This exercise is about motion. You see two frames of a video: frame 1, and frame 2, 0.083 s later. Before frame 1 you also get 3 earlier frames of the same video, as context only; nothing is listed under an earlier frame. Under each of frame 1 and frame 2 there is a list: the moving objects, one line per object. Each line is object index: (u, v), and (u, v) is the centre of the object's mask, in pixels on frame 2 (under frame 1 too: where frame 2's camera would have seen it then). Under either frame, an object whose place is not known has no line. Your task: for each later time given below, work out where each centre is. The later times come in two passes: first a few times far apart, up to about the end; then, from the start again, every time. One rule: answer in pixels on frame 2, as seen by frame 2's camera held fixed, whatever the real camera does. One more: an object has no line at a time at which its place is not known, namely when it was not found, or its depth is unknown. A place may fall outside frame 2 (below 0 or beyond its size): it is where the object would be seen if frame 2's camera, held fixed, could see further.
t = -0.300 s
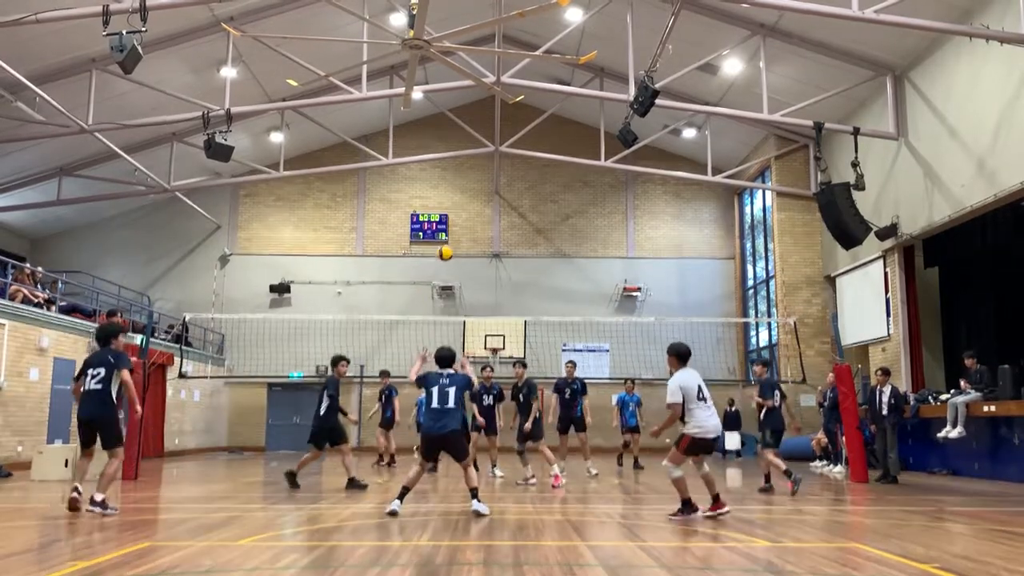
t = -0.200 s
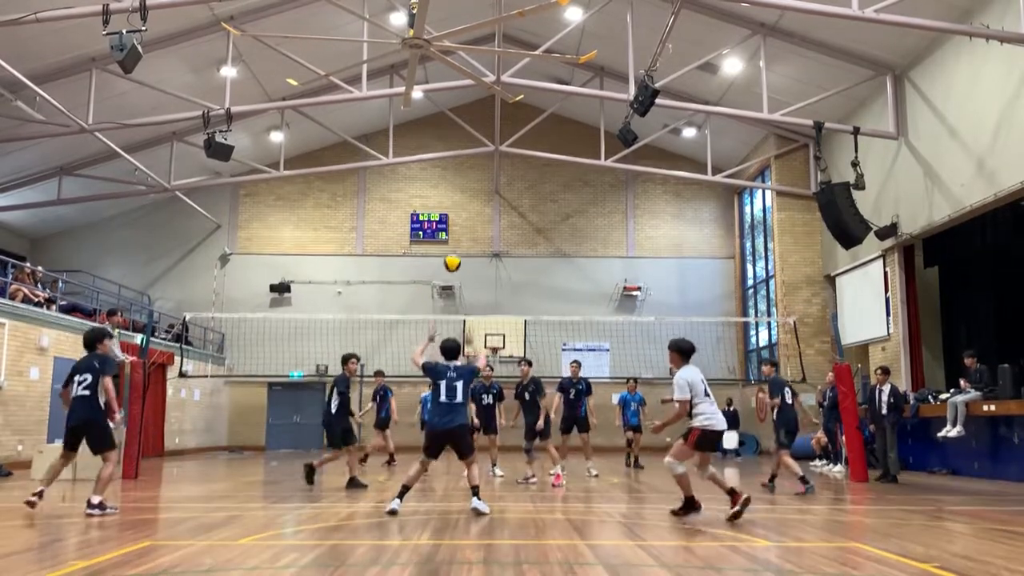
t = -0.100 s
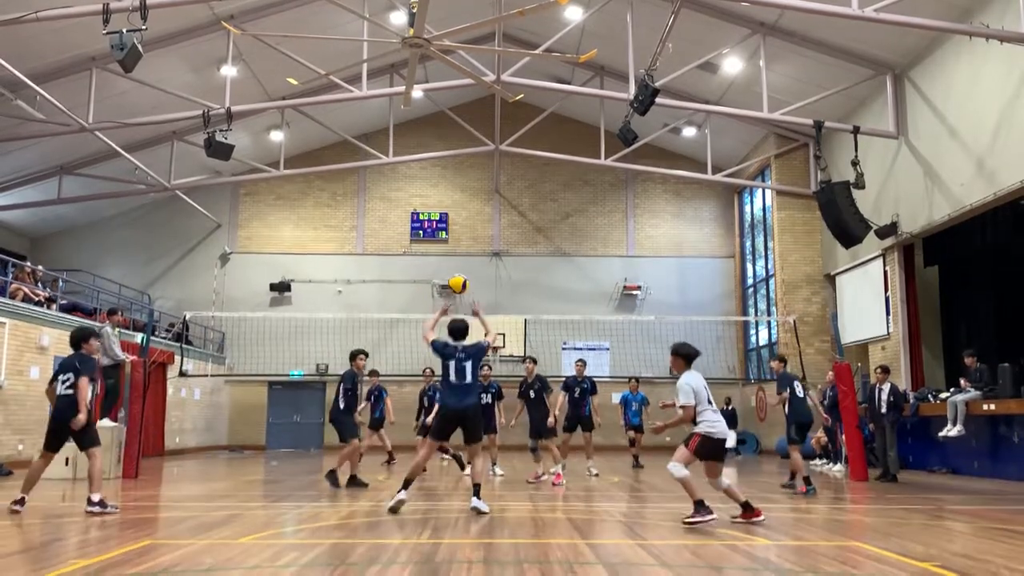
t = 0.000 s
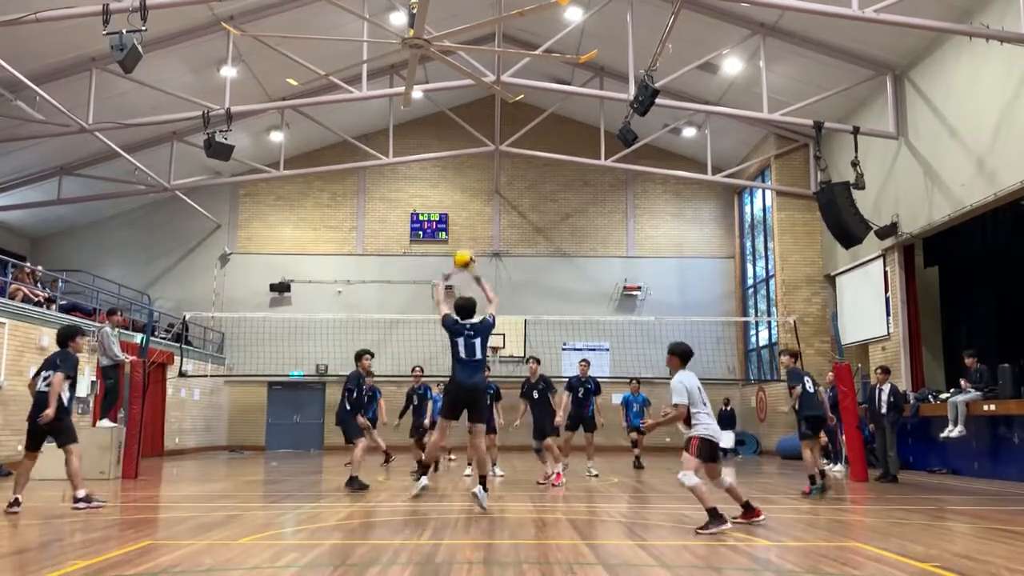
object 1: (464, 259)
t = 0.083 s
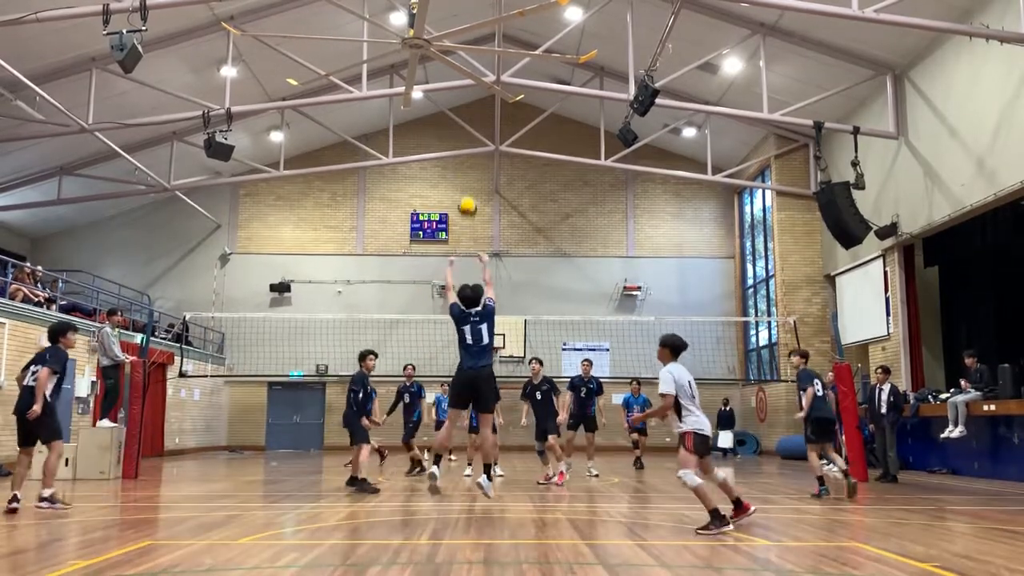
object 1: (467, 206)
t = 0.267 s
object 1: (473, 124)
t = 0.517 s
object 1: (482, 72)
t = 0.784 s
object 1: (490, 75)
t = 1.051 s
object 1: (497, 130)
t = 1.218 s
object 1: (500, 187)
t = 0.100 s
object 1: (468, 197)
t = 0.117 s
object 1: (469, 188)
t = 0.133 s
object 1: (470, 180)
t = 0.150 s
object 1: (470, 171)
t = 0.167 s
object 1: (470, 164)
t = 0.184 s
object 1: (470, 157)
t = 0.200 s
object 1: (471, 149)
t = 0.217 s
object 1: (471, 143)
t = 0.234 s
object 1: (472, 136)
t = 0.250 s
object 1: (472, 130)
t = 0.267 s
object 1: (473, 124)
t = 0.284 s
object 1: (474, 119)
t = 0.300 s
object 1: (475, 114)
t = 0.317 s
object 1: (475, 109)
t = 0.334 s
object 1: (475, 104)
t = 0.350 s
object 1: (476, 100)
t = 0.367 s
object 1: (476, 96)
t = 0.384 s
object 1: (477, 92)
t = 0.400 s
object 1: (478, 88)
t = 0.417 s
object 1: (478, 86)
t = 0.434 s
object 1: (479, 83)
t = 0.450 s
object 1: (479, 80)
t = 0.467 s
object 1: (480, 78)
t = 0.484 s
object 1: (480, 74)
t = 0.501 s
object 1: (482, 74)
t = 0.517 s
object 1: (482, 72)
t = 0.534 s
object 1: (483, 69)
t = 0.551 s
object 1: (483, 68)
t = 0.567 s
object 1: (483, 68)
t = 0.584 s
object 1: (484, 67)
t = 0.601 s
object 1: (485, 66)
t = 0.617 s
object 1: (485, 67)
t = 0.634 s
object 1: (486, 67)
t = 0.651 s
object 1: (487, 66)
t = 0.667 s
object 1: (487, 67)
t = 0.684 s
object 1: (487, 67)
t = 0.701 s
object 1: (488, 68)
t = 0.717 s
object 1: (488, 69)
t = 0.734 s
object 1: (488, 70)
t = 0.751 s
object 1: (489, 73)
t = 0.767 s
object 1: (489, 74)
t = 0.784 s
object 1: (490, 75)
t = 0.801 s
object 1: (491, 78)
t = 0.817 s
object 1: (491, 80)
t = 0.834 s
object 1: (491, 82)
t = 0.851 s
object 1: (492, 85)
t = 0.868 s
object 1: (493, 88)
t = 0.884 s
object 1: (493, 90)
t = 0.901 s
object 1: (494, 93)
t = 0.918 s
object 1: (494, 96)
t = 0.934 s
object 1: (495, 100)
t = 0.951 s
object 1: (495, 104)
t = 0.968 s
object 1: (495, 108)
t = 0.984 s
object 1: (496, 112)
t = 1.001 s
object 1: (497, 116)
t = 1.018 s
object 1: (497, 121)
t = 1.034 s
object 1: (497, 126)
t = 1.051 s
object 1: (497, 130)
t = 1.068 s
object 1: (498, 135)
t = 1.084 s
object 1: (498, 139)
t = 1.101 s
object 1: (499, 145)
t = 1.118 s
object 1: (499, 150)
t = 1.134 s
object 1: (500, 156)
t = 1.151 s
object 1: (500, 161)
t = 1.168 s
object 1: (500, 168)
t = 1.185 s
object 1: (500, 174)
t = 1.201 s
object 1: (501, 180)
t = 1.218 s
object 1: (500, 187)
